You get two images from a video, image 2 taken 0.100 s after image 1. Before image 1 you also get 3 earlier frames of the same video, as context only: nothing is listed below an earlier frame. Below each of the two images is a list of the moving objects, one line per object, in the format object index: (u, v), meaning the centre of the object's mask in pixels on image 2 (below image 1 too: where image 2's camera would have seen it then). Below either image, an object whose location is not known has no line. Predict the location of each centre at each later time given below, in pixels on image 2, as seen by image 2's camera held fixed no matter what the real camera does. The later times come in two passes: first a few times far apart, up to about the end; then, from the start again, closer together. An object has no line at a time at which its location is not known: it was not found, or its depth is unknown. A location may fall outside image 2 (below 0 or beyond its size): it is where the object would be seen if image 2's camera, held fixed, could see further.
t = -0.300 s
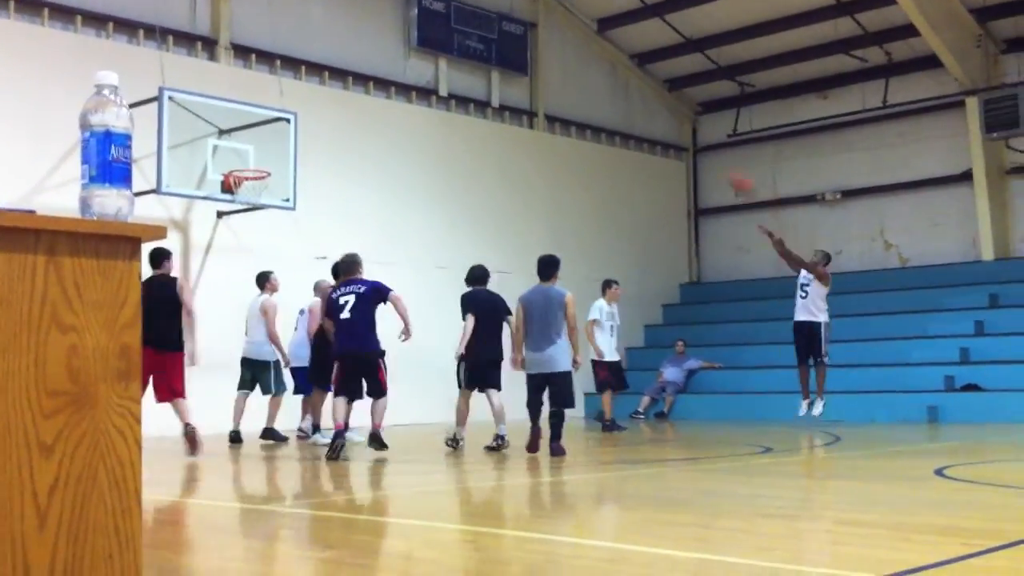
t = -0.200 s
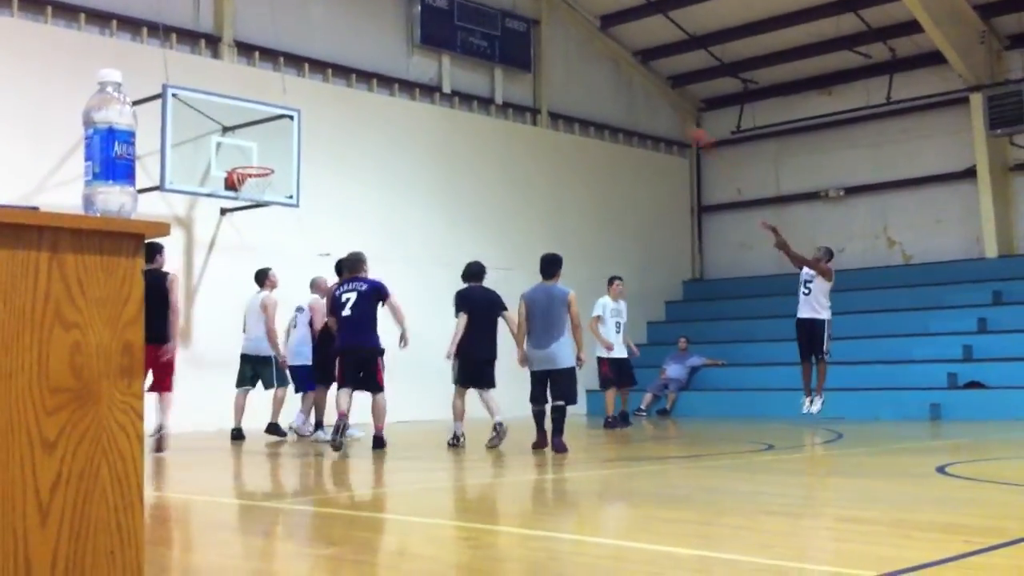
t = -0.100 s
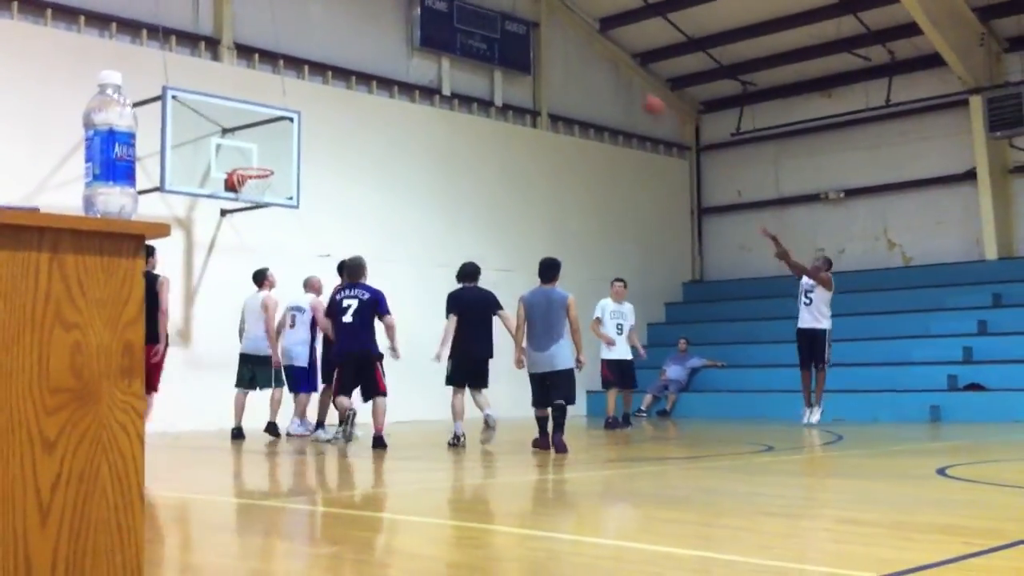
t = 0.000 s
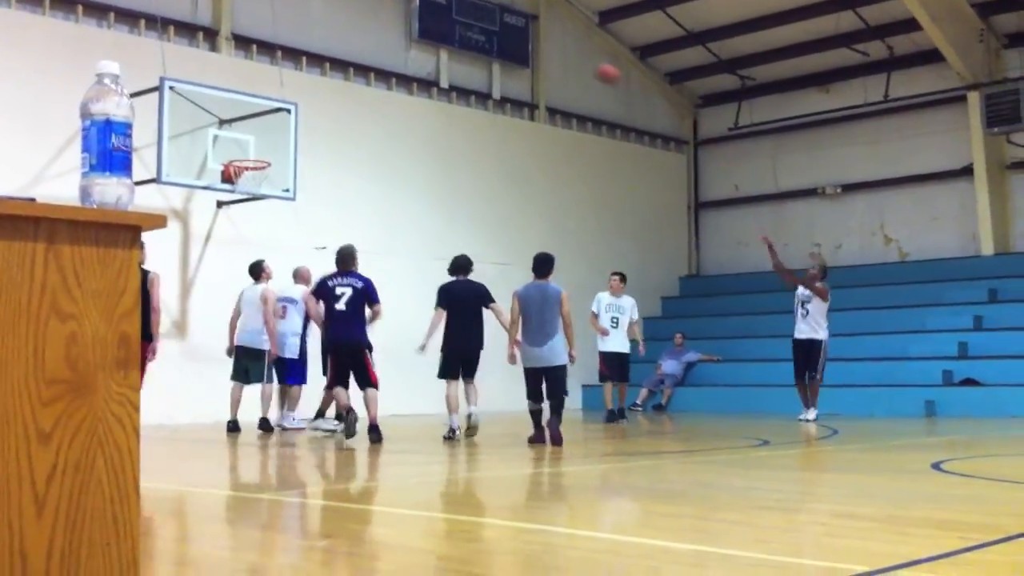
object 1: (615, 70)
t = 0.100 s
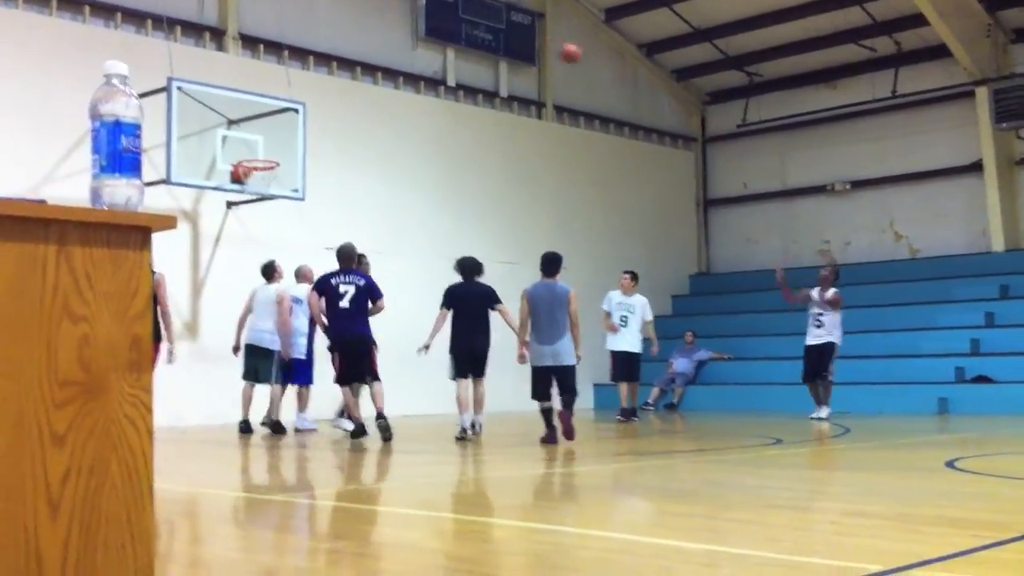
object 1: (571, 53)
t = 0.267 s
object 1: (498, 39)
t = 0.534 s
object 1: (377, 64)
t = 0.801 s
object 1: (257, 150)
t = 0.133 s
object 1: (556, 47)
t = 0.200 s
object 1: (526, 42)
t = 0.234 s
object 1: (512, 40)
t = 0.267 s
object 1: (498, 39)
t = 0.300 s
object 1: (483, 38)
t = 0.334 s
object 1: (468, 38)
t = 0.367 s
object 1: (453, 41)
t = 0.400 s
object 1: (439, 44)
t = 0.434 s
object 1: (424, 48)
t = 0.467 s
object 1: (411, 52)
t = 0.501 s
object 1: (392, 58)
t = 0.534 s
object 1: (377, 64)
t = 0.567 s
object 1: (360, 72)
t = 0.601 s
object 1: (347, 81)
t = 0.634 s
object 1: (333, 90)
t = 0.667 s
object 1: (317, 100)
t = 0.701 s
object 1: (302, 110)
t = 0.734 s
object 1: (286, 123)
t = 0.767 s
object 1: (272, 136)
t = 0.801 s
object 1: (257, 150)
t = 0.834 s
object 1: (250, 160)
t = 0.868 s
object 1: (265, 165)
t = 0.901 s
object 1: (264, 167)
